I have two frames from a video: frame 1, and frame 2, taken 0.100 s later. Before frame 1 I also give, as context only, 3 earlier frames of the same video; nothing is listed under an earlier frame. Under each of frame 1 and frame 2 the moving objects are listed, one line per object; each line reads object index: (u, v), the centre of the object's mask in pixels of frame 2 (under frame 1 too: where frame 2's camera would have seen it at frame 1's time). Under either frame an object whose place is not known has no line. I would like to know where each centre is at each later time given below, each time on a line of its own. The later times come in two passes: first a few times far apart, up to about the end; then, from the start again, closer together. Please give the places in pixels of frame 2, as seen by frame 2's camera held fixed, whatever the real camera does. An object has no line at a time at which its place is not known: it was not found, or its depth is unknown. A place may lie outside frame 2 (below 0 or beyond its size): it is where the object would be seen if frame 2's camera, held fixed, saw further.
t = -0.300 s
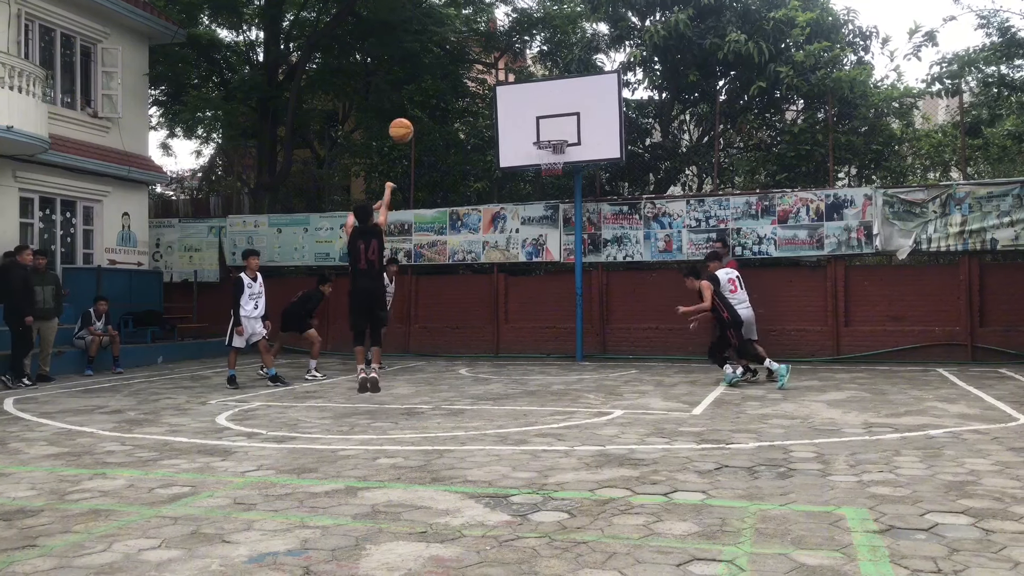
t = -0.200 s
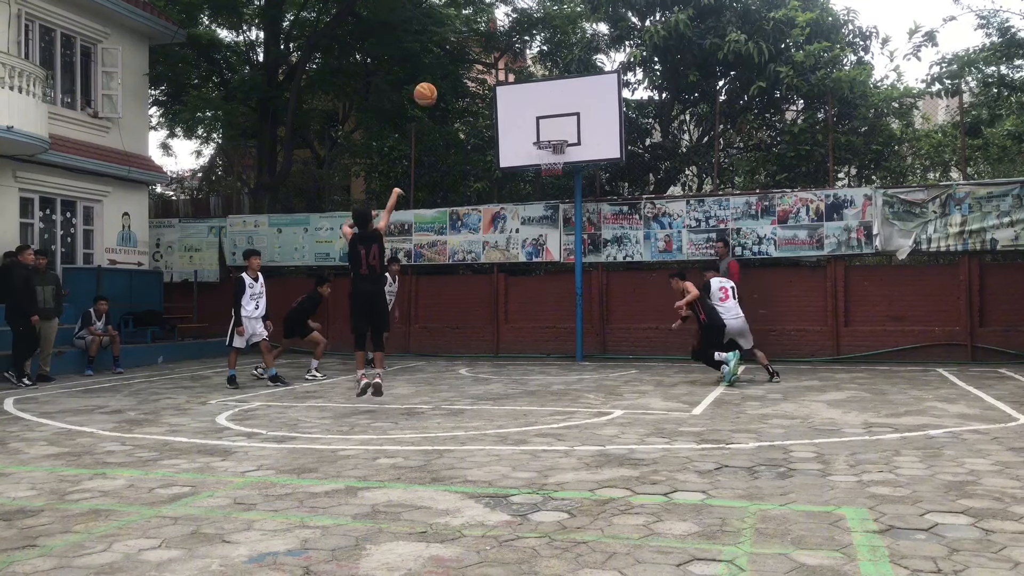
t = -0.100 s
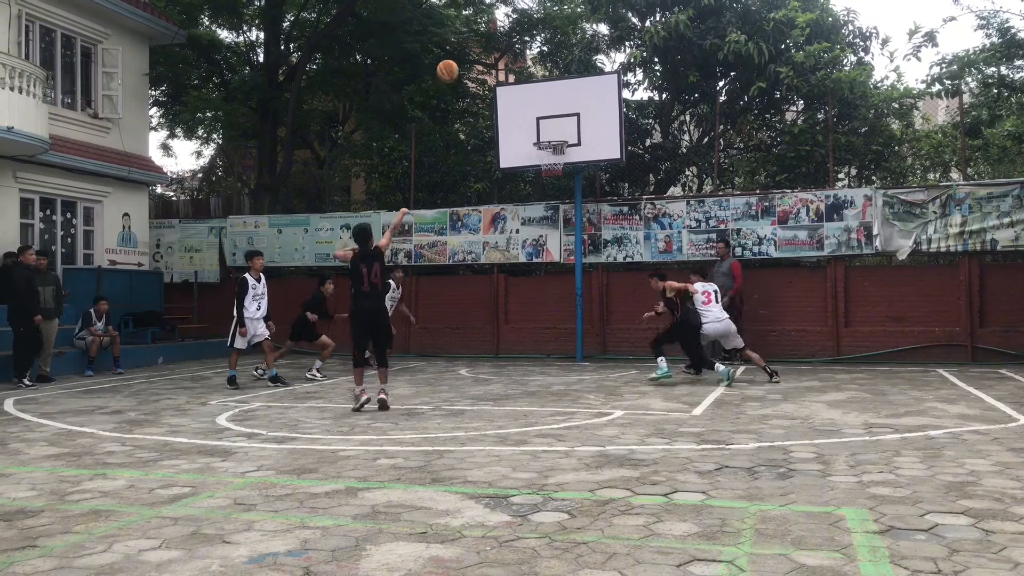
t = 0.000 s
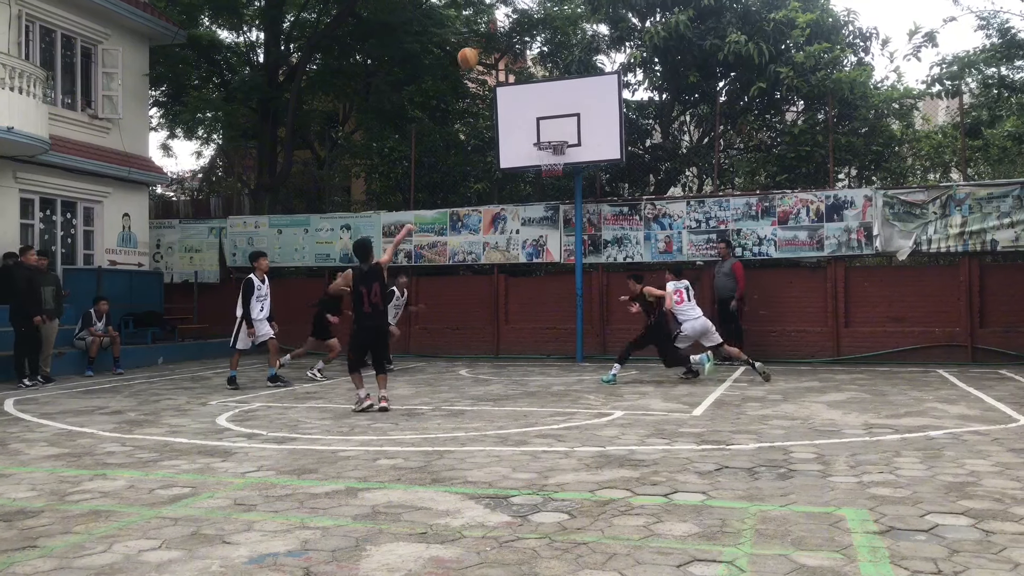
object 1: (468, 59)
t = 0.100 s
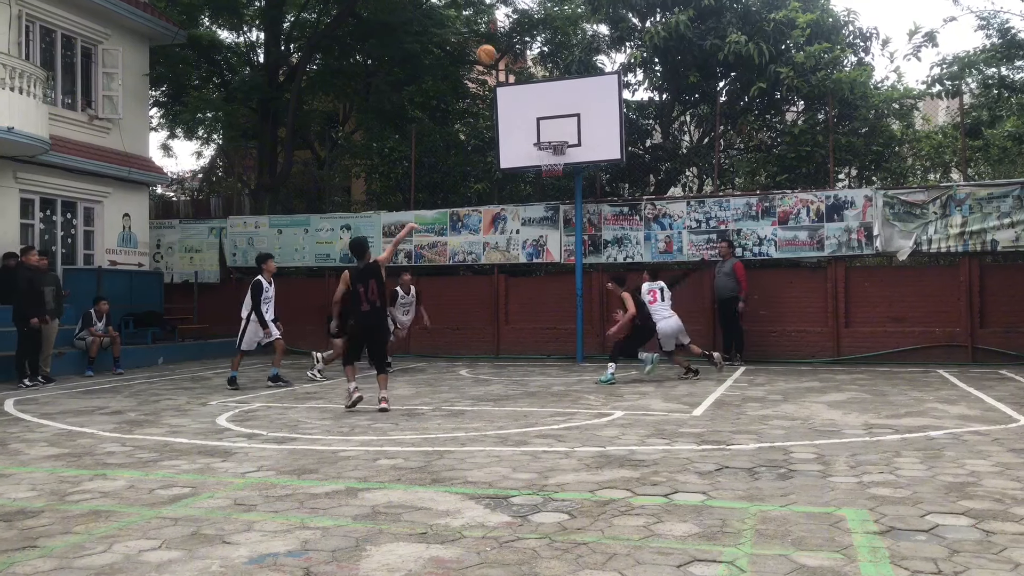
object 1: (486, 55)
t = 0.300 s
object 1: (518, 71)
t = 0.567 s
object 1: (555, 134)
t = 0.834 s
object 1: (542, 71)
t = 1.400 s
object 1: (509, 89)
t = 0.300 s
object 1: (518, 71)
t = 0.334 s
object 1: (523, 77)
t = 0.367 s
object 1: (528, 84)
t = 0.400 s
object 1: (533, 91)
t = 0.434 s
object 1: (538, 98)
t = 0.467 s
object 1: (542, 107)
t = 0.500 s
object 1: (546, 115)
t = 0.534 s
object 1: (551, 125)
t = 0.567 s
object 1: (555, 134)
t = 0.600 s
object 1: (554, 130)
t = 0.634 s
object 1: (553, 120)
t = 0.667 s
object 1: (551, 110)
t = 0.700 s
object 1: (549, 101)
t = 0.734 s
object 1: (547, 92)
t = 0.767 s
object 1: (545, 84)
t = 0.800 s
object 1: (544, 77)
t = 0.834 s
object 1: (542, 71)
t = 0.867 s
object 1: (540, 67)
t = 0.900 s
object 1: (538, 61)
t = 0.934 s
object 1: (537, 58)
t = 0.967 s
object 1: (534, 54)
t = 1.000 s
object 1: (533, 51)
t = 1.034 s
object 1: (530, 50)
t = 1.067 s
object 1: (529, 49)
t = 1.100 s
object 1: (527, 49)
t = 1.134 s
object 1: (524, 50)
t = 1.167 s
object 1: (522, 52)
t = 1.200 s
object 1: (520, 53)
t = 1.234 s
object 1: (518, 59)
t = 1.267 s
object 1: (517, 61)
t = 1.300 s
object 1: (514, 67)
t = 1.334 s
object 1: (513, 73)
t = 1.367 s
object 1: (511, 81)
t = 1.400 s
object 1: (509, 89)
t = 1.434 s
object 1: (507, 99)
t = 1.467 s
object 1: (505, 109)
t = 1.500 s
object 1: (503, 120)
